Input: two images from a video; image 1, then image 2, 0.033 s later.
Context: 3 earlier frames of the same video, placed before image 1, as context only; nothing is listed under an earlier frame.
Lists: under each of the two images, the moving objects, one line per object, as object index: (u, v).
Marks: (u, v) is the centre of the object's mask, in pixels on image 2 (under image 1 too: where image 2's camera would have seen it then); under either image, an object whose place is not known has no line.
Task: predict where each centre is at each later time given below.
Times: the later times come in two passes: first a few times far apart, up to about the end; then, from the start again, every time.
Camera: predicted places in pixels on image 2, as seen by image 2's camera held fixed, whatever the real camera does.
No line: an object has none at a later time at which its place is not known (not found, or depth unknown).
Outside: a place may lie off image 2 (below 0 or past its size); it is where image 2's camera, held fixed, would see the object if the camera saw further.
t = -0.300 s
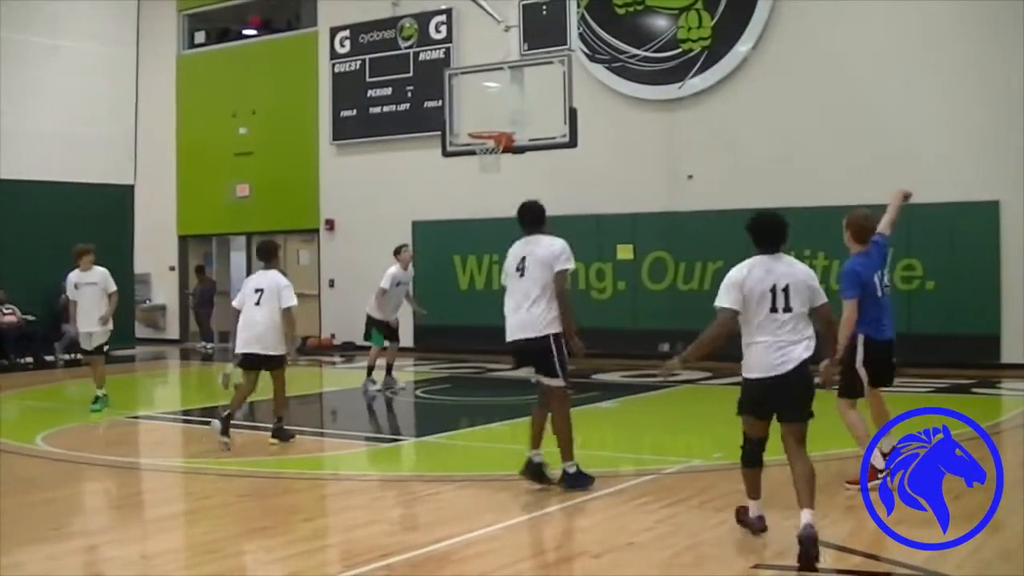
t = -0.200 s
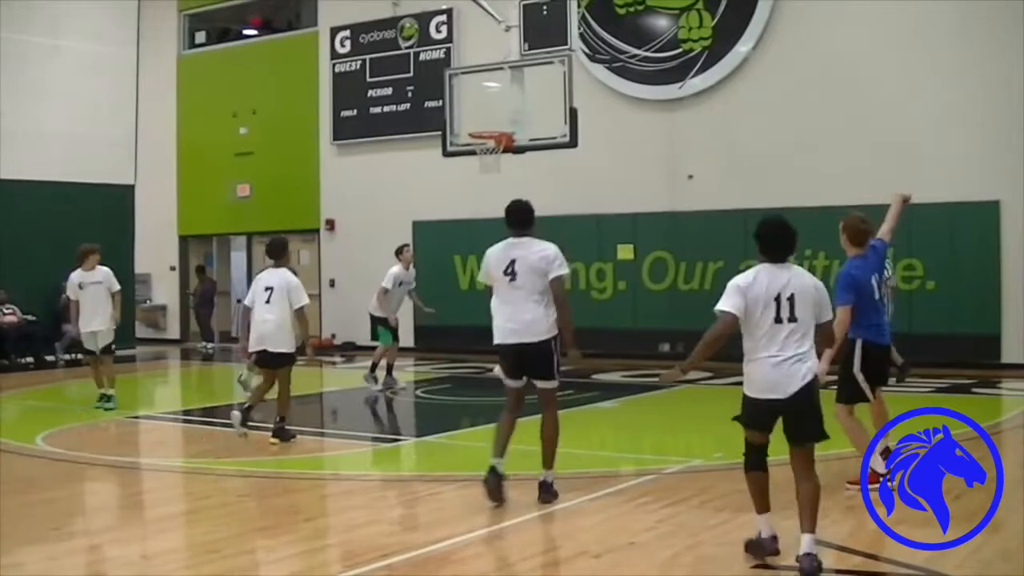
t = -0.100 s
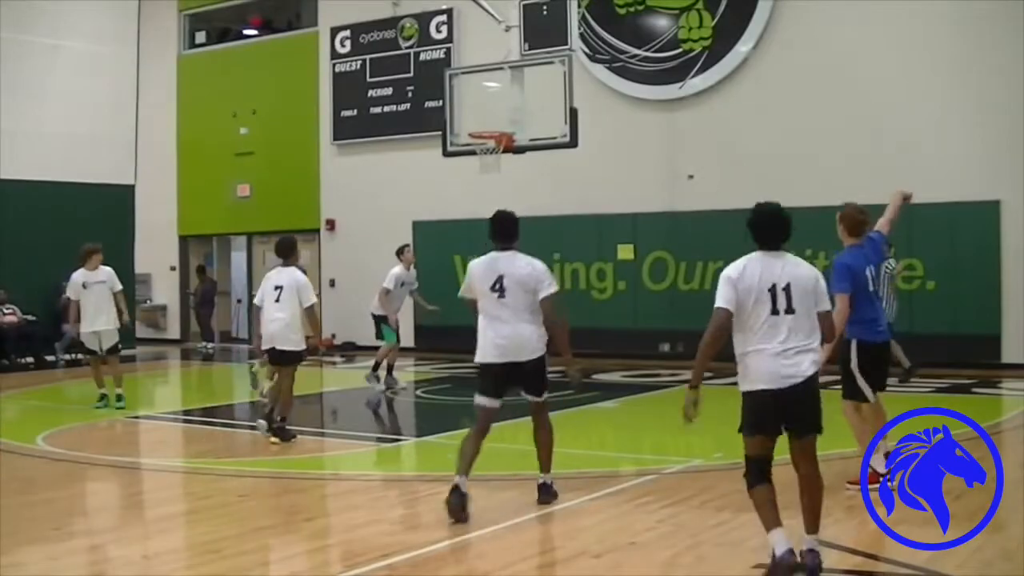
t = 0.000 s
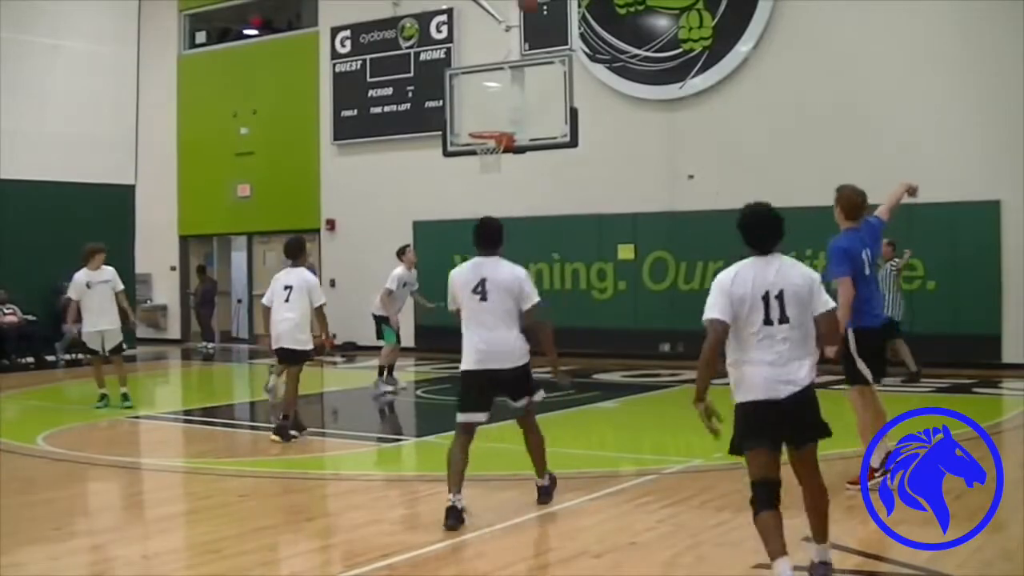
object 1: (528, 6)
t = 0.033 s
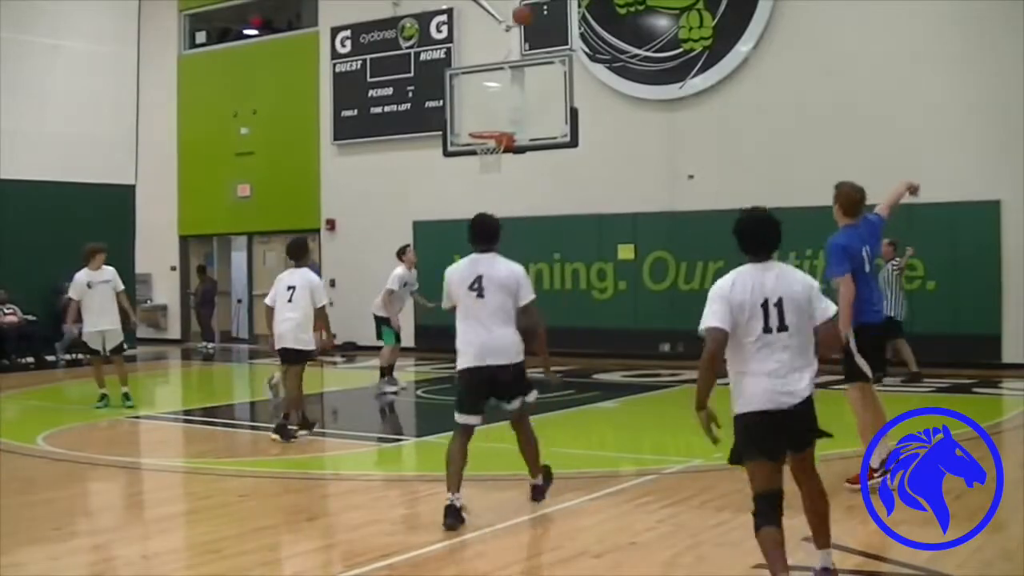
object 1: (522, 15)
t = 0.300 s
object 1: (490, 139)
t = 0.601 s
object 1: (500, 142)
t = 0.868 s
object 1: (506, 198)
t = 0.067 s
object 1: (516, 30)
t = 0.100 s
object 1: (511, 46)
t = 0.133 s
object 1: (506, 61)
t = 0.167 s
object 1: (502, 77)
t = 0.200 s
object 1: (496, 95)
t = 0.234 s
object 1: (491, 113)
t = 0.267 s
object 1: (487, 130)
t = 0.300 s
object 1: (490, 139)
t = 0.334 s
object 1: (491, 147)
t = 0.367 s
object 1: (492, 149)
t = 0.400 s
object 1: (493, 143)
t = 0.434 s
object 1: (494, 143)
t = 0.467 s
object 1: (499, 143)
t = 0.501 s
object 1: (499, 142)
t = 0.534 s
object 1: (500, 143)
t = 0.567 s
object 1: (500, 142)
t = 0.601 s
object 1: (500, 142)
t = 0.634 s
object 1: (501, 144)
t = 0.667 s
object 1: (501, 146)
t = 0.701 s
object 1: (502, 151)
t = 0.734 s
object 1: (502, 163)
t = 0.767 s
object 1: (503, 171)
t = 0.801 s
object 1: (504, 179)
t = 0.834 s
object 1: (505, 188)
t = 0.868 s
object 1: (506, 198)
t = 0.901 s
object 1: (507, 209)
